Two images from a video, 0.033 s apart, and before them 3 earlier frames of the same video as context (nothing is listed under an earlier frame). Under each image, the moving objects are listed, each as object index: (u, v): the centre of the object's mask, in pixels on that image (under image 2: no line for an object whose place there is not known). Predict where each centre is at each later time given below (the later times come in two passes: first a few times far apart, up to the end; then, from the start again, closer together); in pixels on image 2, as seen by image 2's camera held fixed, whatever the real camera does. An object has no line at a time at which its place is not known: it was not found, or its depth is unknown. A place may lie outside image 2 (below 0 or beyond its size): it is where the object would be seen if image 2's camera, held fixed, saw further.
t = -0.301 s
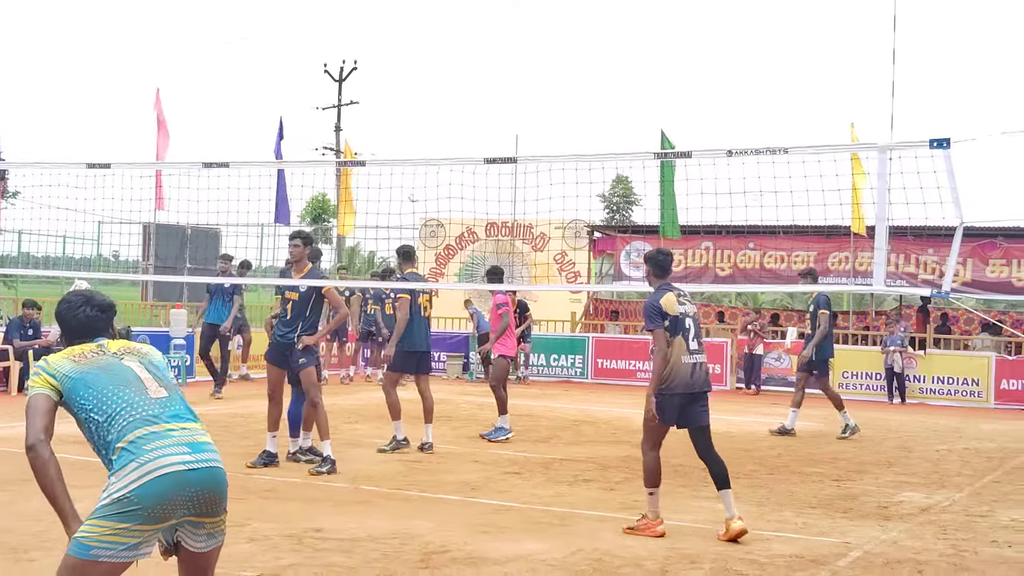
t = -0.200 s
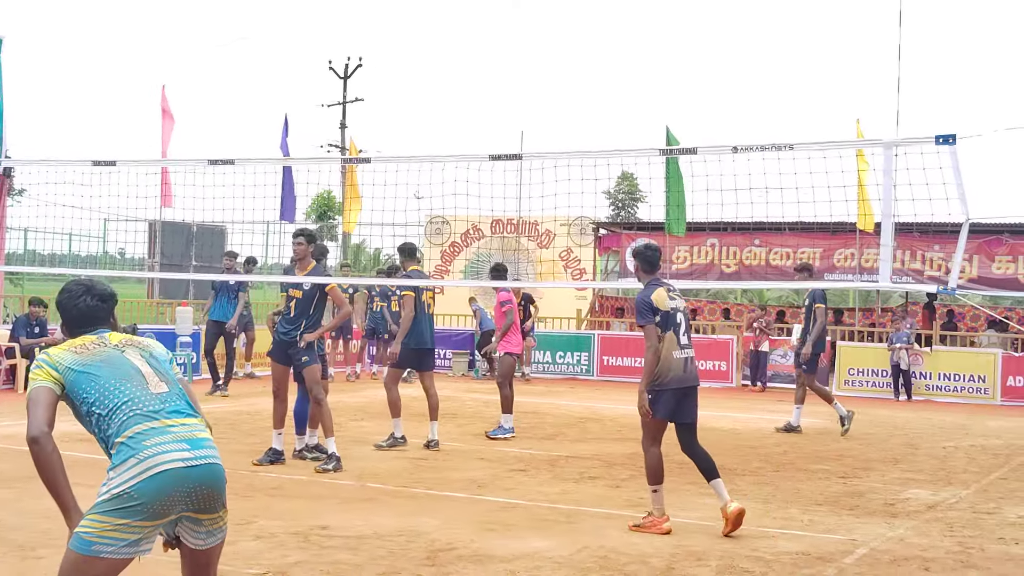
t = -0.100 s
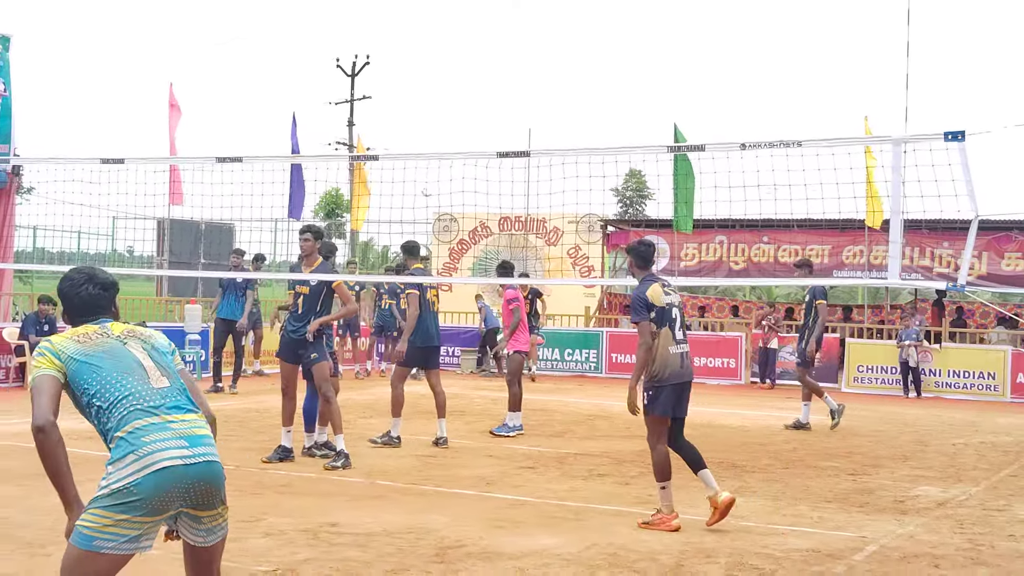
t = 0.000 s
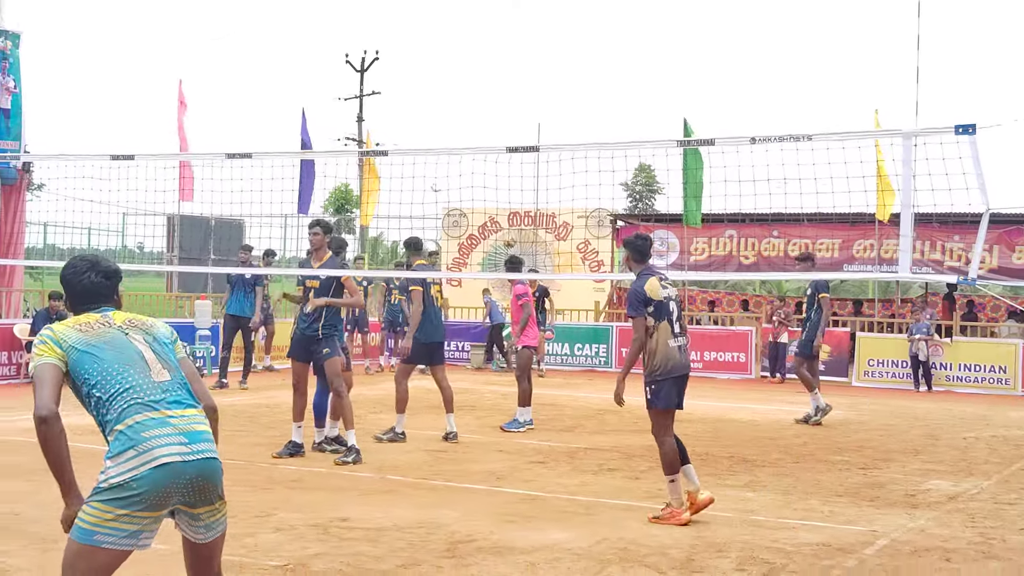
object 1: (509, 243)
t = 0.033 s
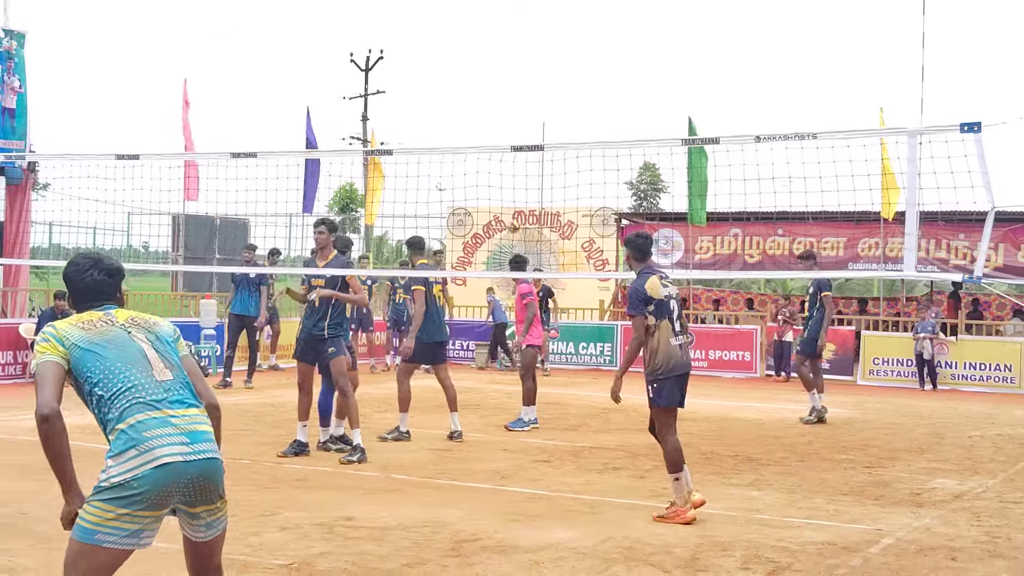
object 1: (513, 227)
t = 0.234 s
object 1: (509, 157)
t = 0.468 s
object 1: (502, 103)
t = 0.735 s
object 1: (493, 83)
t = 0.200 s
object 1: (509, 165)
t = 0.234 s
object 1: (509, 157)
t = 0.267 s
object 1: (507, 142)
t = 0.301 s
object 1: (507, 137)
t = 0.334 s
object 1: (506, 129)
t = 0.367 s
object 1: (505, 121)
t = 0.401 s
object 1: (504, 115)
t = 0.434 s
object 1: (503, 108)
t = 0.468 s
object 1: (502, 103)
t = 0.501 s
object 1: (501, 98)
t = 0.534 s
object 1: (500, 94)
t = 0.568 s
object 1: (499, 90)
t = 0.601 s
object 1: (498, 88)
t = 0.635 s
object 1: (497, 85)
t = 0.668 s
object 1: (496, 84)
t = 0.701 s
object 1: (494, 83)
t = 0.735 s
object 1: (493, 83)
